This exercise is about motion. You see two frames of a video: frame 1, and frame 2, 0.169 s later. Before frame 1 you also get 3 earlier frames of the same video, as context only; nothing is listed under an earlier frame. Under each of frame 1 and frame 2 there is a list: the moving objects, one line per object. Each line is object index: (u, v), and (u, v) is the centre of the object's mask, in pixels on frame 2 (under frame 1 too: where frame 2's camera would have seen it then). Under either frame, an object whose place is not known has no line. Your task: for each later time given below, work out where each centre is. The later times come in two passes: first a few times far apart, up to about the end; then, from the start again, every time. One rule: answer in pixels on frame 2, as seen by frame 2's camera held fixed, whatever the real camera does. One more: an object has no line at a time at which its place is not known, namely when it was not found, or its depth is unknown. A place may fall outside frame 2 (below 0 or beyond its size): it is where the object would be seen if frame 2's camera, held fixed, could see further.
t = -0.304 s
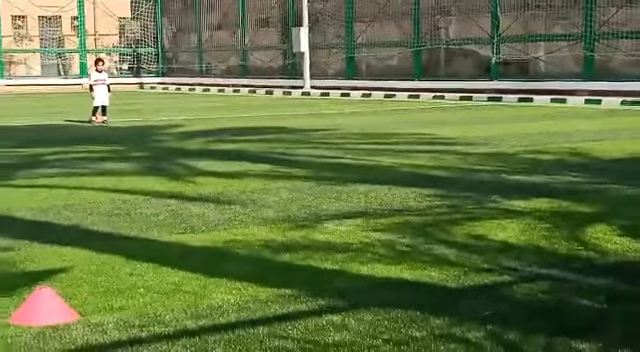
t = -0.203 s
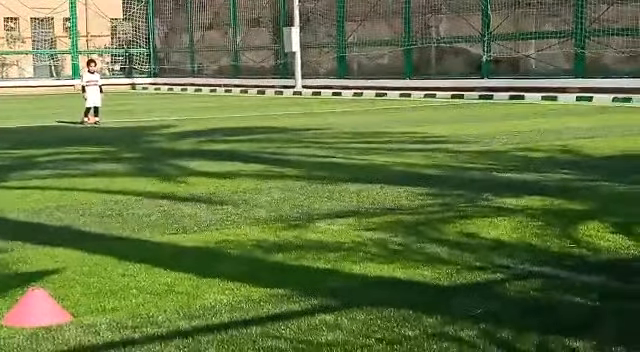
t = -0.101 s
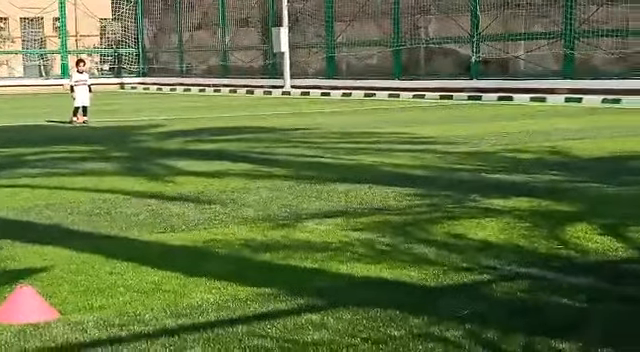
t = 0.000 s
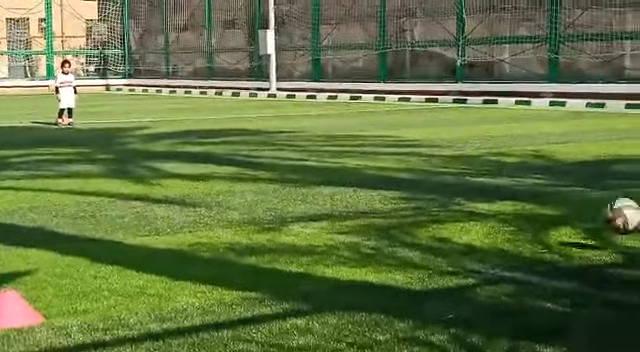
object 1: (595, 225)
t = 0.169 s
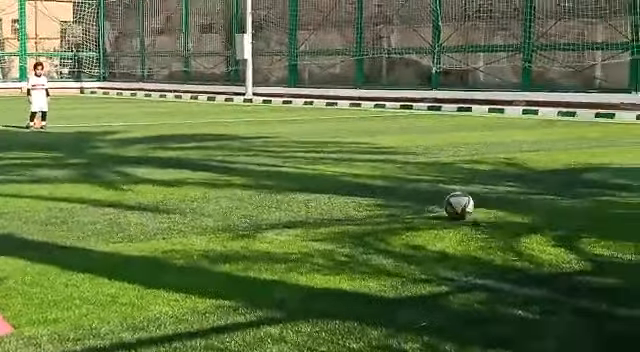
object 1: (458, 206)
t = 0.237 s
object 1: (422, 193)
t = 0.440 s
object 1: (342, 179)
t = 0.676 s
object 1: (283, 163)
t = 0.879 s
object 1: (244, 154)
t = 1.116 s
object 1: (207, 149)
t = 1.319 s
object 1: (180, 145)
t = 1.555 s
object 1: (150, 140)
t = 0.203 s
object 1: (440, 198)
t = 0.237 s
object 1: (422, 193)
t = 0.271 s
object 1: (407, 189)
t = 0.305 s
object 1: (392, 188)
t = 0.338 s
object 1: (379, 186)
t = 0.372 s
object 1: (365, 184)
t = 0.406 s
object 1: (356, 182)
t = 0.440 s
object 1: (342, 179)
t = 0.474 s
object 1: (333, 179)
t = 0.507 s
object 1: (321, 175)
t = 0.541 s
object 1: (312, 171)
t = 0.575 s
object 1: (305, 167)
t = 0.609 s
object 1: (297, 164)
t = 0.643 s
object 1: (289, 163)
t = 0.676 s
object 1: (283, 163)
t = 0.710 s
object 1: (275, 163)
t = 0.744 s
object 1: (267, 163)
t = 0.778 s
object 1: (263, 158)
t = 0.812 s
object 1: (256, 156)
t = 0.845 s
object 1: (250, 155)
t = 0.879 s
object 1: (244, 154)
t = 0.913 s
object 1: (238, 154)
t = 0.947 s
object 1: (235, 156)
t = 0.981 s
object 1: (228, 155)
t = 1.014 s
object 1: (221, 152)
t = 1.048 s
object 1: (217, 150)
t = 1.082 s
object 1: (212, 150)
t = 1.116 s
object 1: (207, 149)
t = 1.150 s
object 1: (202, 150)
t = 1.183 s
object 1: (198, 148)
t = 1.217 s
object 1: (193, 146)
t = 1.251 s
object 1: (189, 144)
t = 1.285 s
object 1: (184, 145)
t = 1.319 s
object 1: (180, 145)
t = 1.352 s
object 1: (176, 145)
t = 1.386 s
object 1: (172, 144)
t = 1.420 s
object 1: (168, 142)
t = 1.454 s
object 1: (164, 141)
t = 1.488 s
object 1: (160, 142)
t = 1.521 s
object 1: (155, 141)
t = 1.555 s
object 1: (150, 140)
